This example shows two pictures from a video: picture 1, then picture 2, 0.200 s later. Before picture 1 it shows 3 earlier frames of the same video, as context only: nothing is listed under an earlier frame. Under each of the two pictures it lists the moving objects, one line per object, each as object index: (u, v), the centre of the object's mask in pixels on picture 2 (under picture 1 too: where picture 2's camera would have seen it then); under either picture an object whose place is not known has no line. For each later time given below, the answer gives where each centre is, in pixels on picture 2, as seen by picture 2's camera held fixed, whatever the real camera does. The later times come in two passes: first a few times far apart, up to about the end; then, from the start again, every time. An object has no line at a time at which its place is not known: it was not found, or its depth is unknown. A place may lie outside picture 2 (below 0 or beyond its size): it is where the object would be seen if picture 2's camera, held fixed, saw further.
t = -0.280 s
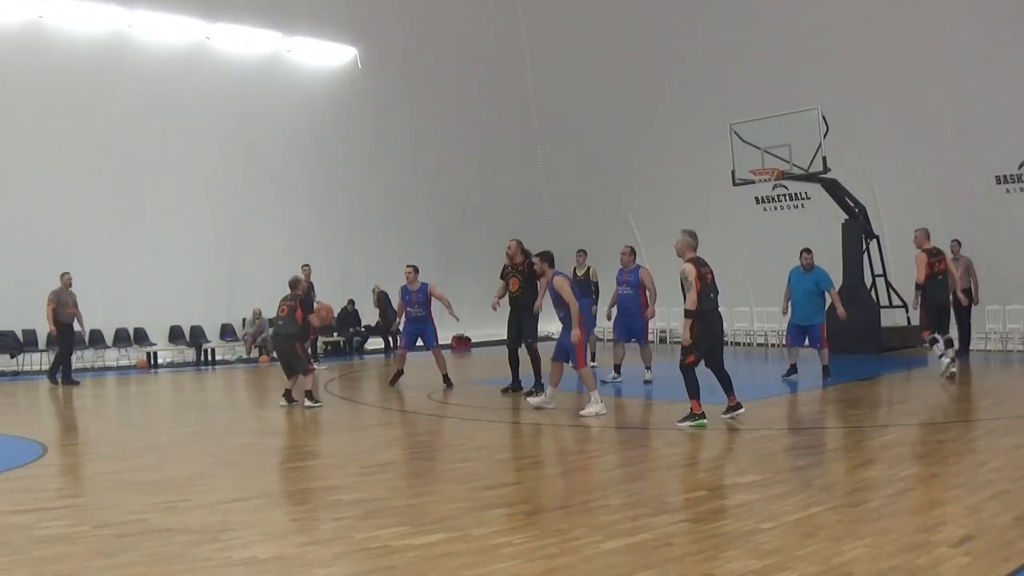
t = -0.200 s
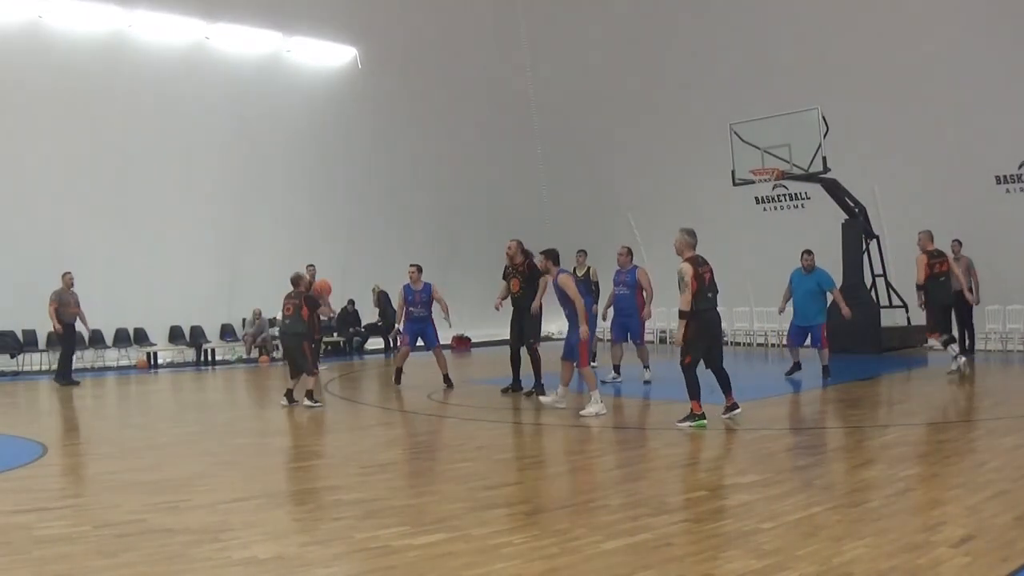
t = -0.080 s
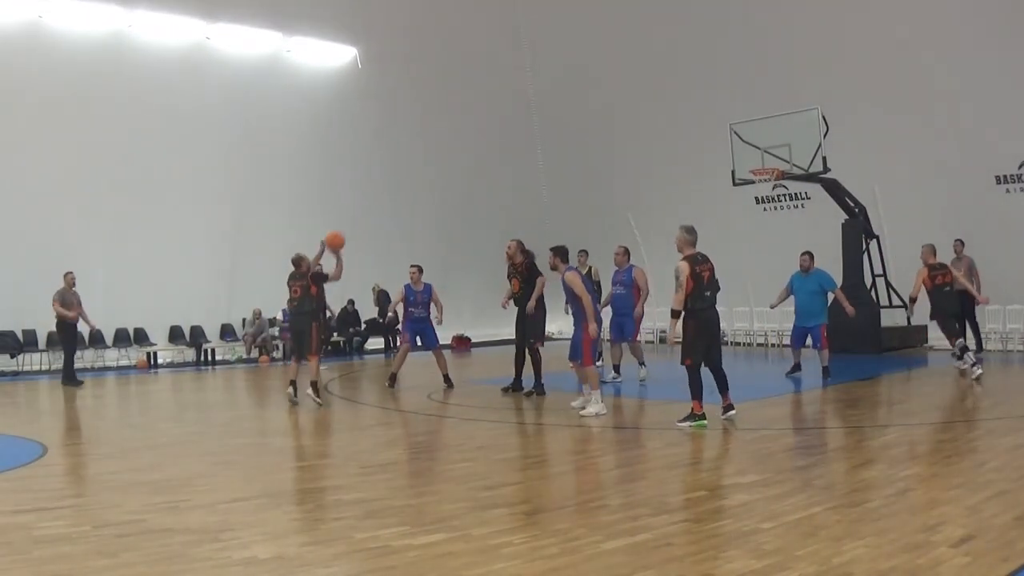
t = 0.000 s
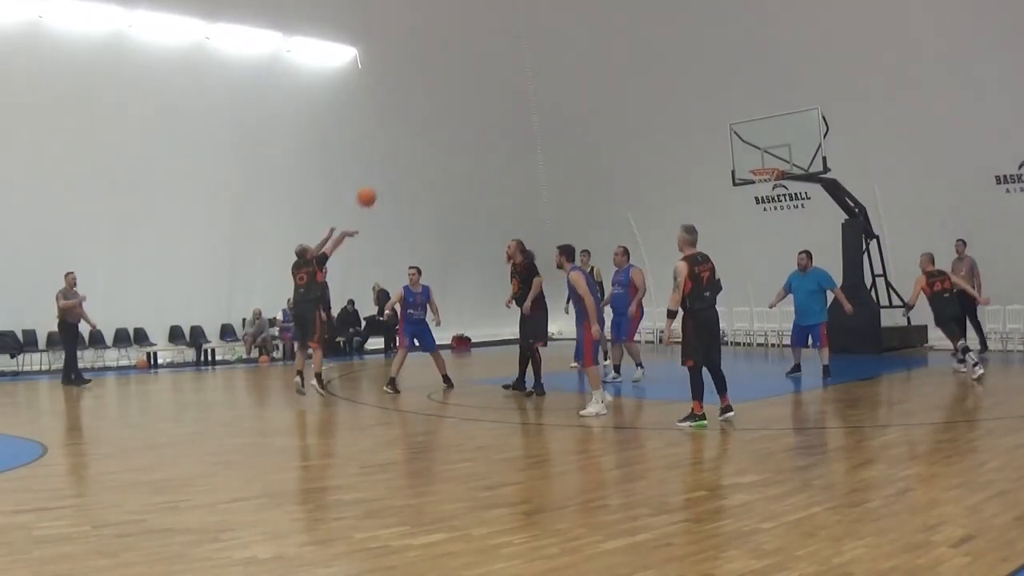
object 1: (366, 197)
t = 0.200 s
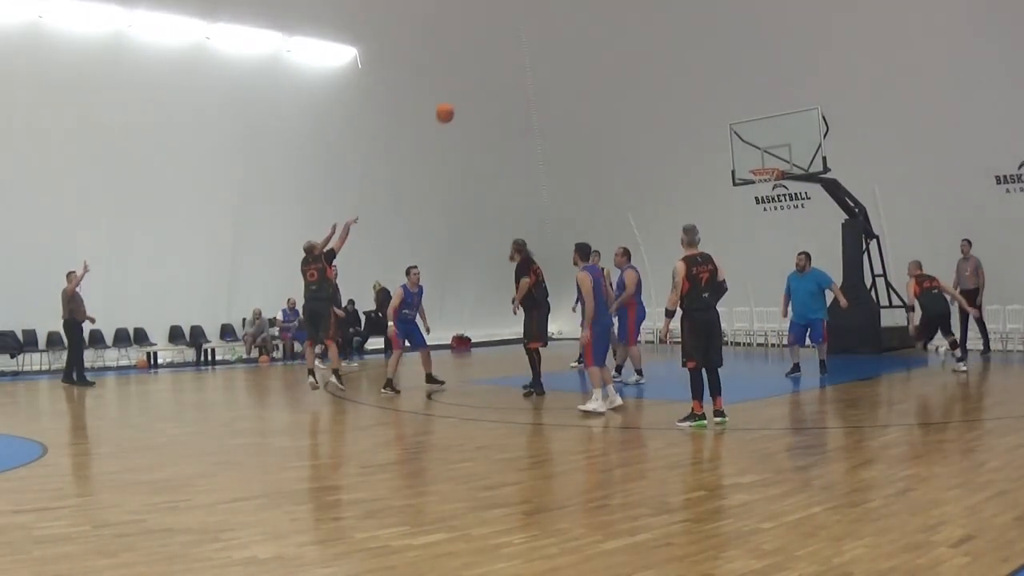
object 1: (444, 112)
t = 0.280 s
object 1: (474, 90)
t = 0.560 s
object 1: (570, 52)
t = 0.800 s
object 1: (643, 63)
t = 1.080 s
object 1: (721, 122)
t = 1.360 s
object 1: (748, 138)
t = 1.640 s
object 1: (736, 122)
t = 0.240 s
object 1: (459, 101)
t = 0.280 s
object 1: (474, 90)
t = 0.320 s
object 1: (488, 81)
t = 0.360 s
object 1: (503, 73)
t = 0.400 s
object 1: (516, 66)
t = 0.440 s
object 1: (530, 61)
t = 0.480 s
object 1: (543, 57)
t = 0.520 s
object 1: (556, 54)
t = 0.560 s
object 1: (570, 52)
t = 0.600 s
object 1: (582, 51)
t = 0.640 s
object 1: (594, 52)
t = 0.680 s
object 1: (607, 53)
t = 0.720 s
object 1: (619, 56)
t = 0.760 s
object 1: (631, 59)
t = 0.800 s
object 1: (643, 63)
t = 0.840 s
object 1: (654, 69)
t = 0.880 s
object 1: (666, 75)
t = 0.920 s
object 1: (677, 84)
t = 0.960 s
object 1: (689, 91)
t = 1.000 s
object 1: (700, 101)
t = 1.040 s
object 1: (710, 111)
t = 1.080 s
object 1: (721, 122)
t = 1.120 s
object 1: (732, 135)
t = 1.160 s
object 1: (742, 147)
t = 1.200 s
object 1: (752, 161)
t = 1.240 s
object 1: (753, 159)
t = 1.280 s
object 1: (751, 151)
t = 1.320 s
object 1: (750, 144)
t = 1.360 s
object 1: (748, 138)
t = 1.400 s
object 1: (746, 132)
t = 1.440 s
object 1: (744, 129)
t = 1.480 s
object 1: (742, 125)
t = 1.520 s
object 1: (741, 123)
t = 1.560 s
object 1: (739, 122)
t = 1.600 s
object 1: (737, 122)
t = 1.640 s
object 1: (736, 122)
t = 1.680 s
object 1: (734, 124)
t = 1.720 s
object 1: (732, 128)
